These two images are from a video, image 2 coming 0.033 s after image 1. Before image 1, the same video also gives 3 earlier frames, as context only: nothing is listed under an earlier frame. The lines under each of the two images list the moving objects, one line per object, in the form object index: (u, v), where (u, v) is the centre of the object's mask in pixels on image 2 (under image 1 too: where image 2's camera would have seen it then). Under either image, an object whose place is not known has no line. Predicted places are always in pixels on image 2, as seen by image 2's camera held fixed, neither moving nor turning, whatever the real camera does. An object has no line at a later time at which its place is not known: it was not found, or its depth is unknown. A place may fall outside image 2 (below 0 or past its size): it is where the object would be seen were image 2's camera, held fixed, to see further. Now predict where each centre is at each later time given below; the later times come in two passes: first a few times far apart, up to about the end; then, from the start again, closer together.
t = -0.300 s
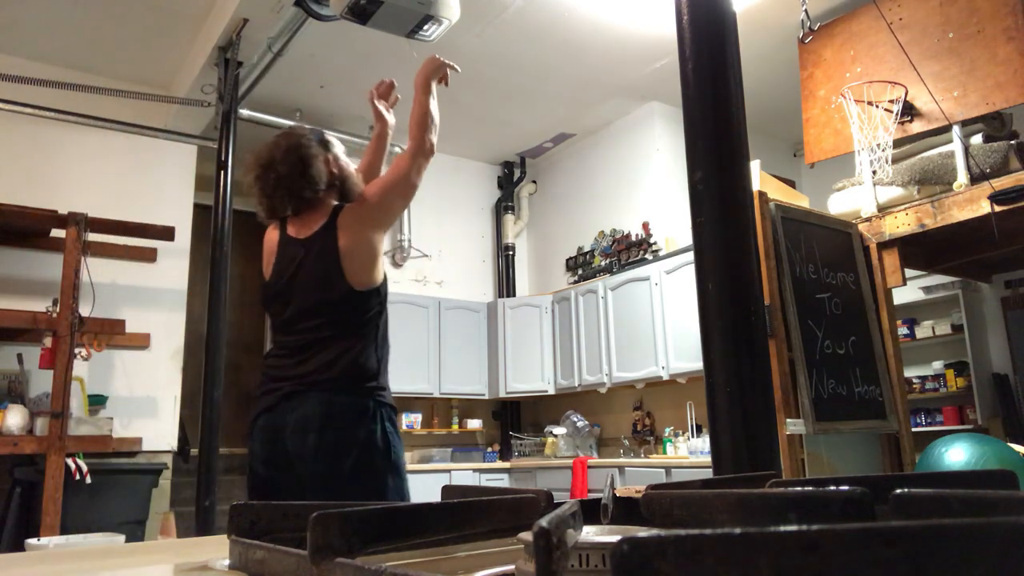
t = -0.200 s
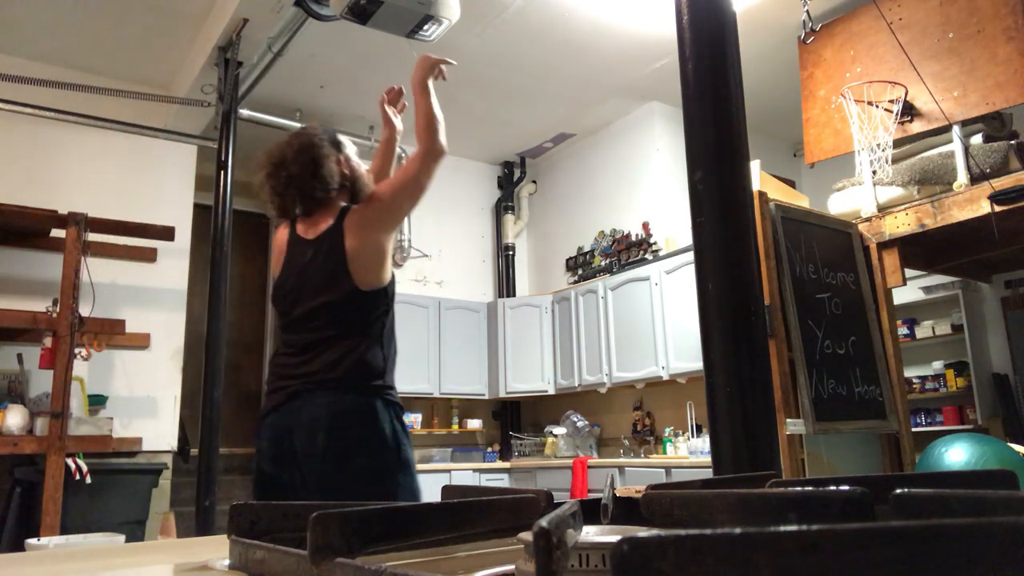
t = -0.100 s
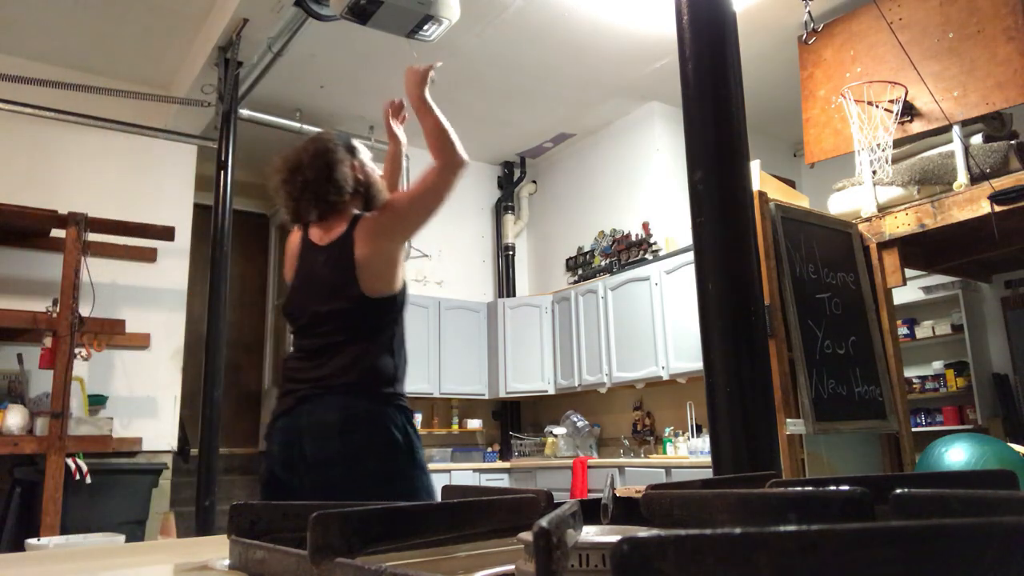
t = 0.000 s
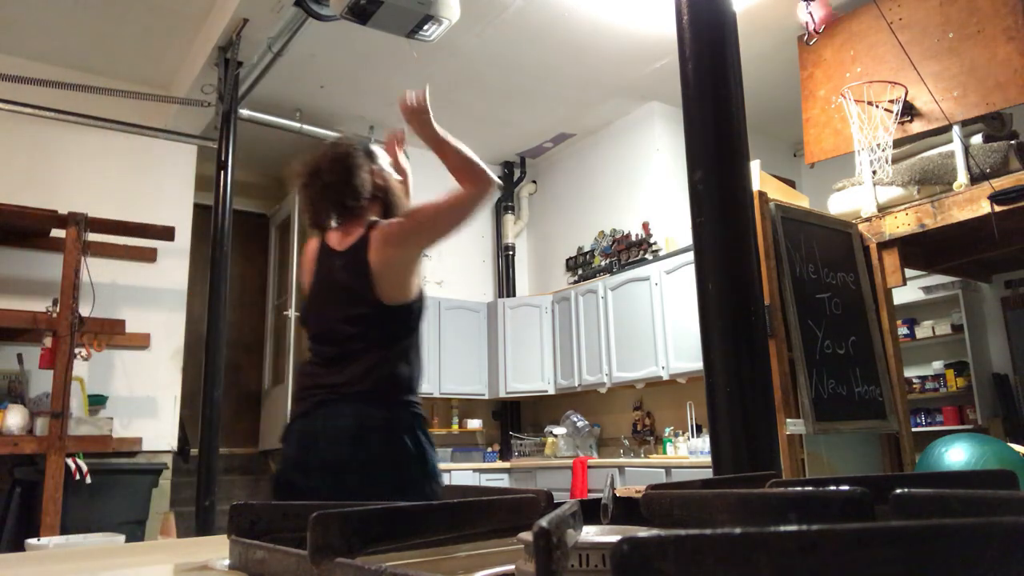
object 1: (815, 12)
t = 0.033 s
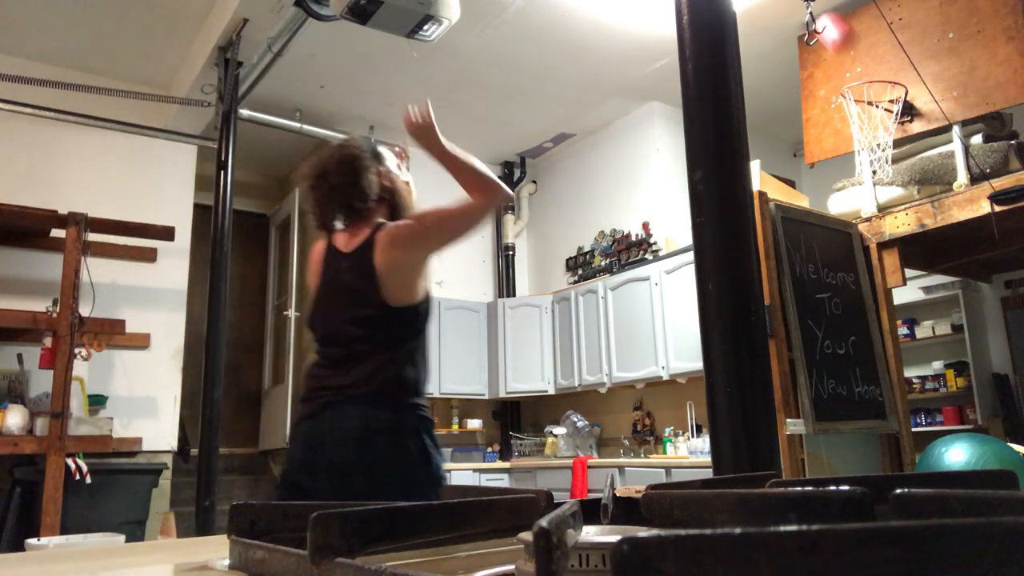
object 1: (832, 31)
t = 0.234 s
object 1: (844, 135)
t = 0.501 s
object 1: (817, 182)
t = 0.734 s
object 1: (813, 332)
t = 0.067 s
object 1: (849, 48)
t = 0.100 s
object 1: (867, 67)
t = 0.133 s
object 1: (880, 93)
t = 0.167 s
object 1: (871, 105)
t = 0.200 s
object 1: (856, 120)
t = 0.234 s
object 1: (844, 135)
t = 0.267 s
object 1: (837, 138)
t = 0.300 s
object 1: (835, 143)
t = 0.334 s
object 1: (832, 145)
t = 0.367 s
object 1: (827, 147)
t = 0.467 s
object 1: (819, 171)
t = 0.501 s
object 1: (817, 182)
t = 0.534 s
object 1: (814, 198)
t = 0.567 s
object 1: (812, 218)
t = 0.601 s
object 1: (810, 236)
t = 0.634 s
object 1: (809, 259)
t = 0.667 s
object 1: (807, 283)
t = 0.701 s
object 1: (808, 307)
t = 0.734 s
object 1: (813, 332)
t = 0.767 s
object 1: (819, 358)
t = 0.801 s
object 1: (824, 389)
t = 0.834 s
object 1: (828, 419)
